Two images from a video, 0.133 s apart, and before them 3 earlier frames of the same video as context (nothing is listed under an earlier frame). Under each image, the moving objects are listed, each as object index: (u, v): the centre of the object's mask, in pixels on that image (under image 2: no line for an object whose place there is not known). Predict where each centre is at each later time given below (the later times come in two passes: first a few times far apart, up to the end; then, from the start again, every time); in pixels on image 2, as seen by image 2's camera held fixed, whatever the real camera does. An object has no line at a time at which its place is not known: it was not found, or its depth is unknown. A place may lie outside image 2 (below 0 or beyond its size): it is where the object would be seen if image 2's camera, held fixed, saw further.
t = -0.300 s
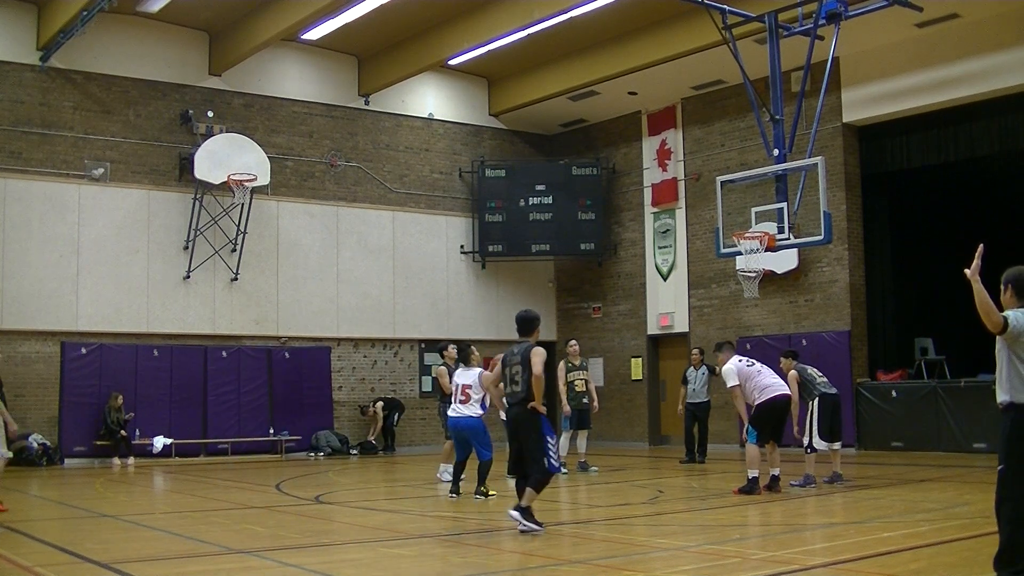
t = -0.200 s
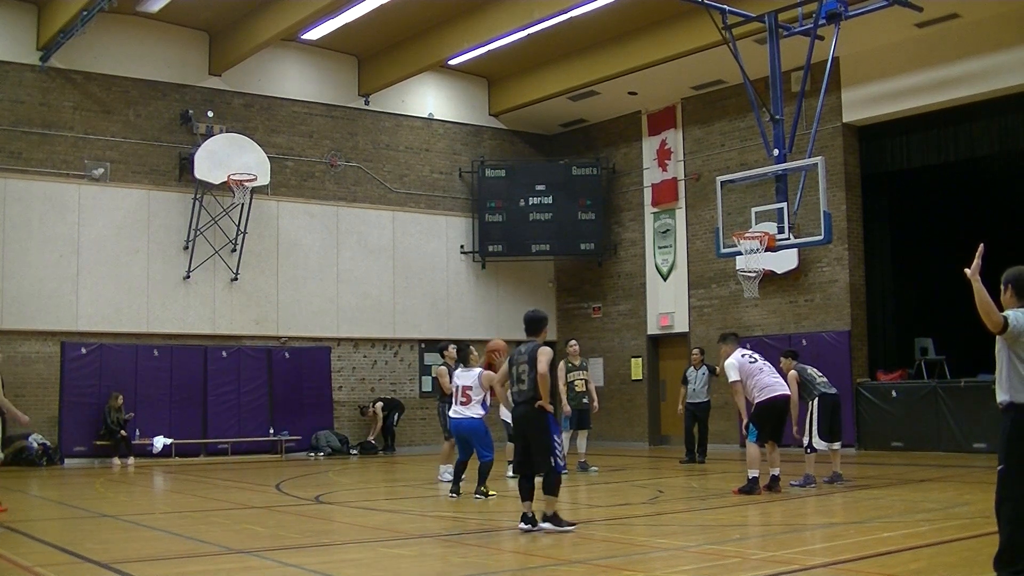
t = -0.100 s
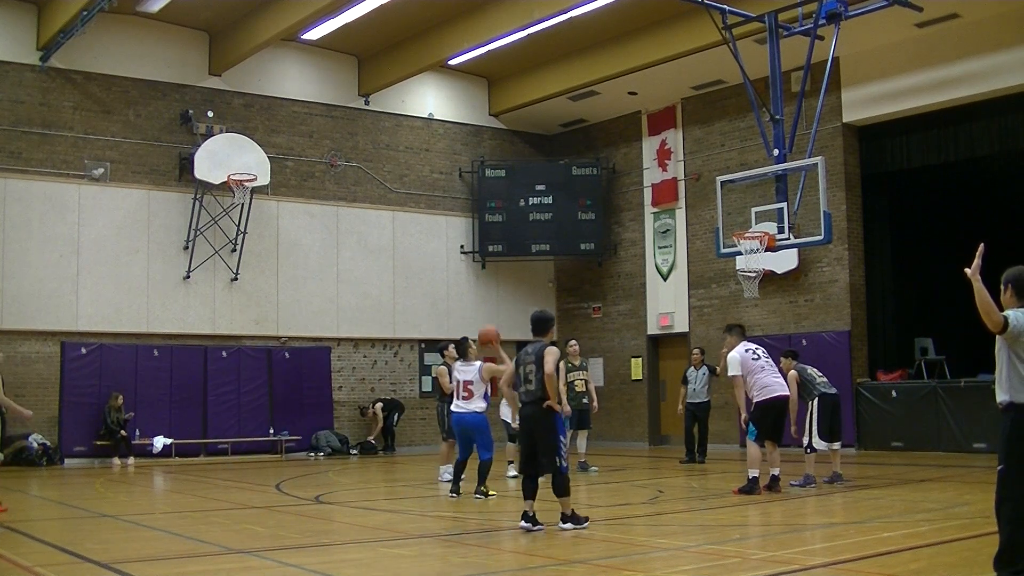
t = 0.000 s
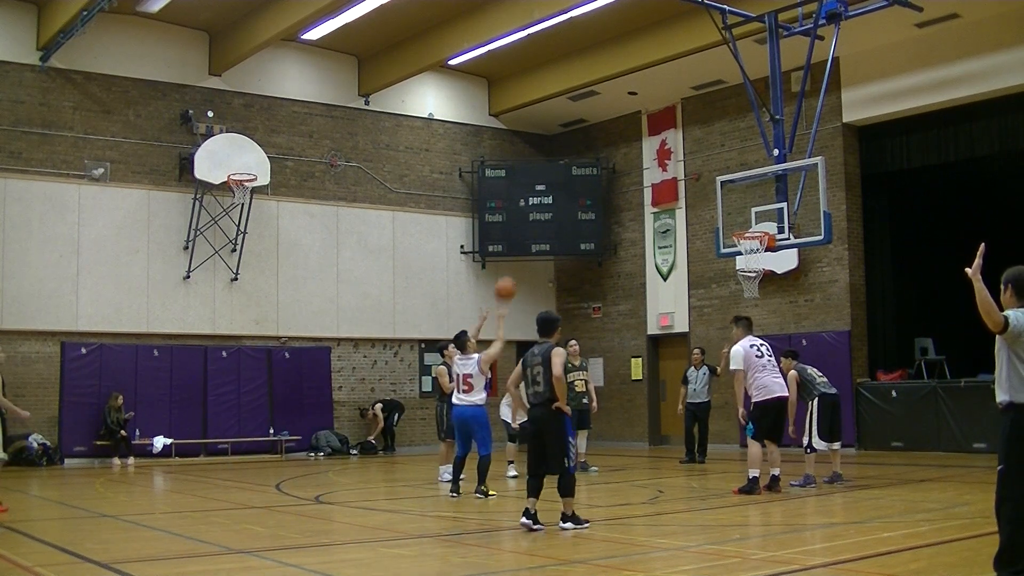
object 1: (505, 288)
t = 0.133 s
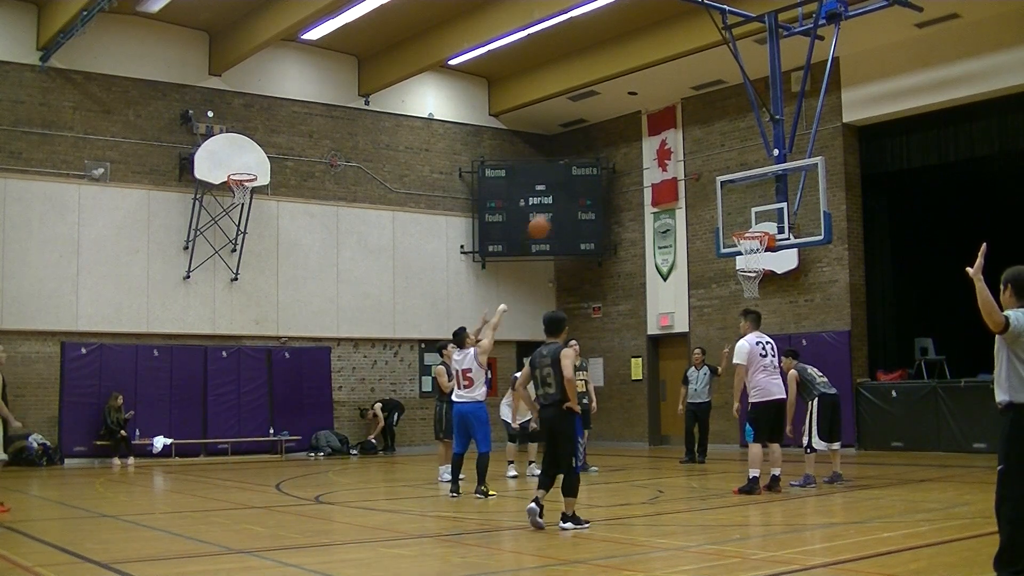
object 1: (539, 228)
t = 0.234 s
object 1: (565, 191)
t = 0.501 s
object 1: (627, 145)
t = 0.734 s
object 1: (676, 154)
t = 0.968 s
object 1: (725, 201)
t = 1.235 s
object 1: (753, 214)
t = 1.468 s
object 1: (768, 218)
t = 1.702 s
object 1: (766, 218)
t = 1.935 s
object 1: (749, 226)
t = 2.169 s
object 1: (744, 257)
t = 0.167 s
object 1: (548, 215)
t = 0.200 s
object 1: (557, 202)
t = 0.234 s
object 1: (565, 191)
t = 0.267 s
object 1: (573, 182)
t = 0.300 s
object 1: (580, 175)
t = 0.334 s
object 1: (589, 166)
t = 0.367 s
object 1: (596, 160)
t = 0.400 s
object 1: (604, 155)
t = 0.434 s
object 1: (612, 151)
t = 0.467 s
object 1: (619, 148)
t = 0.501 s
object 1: (627, 145)
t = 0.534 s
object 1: (634, 144)
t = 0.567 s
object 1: (641, 143)
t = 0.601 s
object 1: (648, 143)
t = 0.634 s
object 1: (656, 144)
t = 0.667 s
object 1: (663, 146)
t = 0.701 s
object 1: (670, 150)
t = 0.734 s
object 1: (676, 154)
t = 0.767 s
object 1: (683, 158)
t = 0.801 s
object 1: (691, 163)
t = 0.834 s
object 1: (698, 170)
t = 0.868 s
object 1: (704, 176)
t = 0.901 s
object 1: (710, 183)
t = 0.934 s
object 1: (717, 192)
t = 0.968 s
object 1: (725, 201)
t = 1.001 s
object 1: (732, 212)
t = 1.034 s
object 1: (738, 223)
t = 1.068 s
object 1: (741, 222)
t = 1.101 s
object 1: (743, 219)
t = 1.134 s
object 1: (745, 217)
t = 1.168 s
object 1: (748, 215)
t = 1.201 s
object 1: (751, 214)
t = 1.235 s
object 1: (753, 214)
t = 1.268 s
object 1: (755, 215)
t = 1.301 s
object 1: (758, 216)
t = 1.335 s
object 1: (761, 219)
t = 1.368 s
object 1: (764, 222)
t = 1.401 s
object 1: (766, 223)
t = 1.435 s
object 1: (767, 220)
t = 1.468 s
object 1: (768, 218)
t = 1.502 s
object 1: (769, 217)
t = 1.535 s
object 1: (769, 215)
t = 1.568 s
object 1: (769, 215)
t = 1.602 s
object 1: (769, 215)
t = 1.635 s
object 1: (768, 215)
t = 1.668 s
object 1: (768, 217)
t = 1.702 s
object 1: (766, 218)
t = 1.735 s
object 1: (765, 221)
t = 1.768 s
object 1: (763, 224)
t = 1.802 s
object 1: (761, 224)
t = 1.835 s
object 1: (759, 224)
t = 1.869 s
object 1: (755, 224)
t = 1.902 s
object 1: (752, 225)
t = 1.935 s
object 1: (749, 226)
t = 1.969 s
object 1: (746, 227)
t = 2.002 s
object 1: (743, 229)
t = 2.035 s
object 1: (742, 240)
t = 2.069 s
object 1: (742, 243)
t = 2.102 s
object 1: (743, 247)
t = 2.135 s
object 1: (743, 250)
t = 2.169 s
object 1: (744, 257)
